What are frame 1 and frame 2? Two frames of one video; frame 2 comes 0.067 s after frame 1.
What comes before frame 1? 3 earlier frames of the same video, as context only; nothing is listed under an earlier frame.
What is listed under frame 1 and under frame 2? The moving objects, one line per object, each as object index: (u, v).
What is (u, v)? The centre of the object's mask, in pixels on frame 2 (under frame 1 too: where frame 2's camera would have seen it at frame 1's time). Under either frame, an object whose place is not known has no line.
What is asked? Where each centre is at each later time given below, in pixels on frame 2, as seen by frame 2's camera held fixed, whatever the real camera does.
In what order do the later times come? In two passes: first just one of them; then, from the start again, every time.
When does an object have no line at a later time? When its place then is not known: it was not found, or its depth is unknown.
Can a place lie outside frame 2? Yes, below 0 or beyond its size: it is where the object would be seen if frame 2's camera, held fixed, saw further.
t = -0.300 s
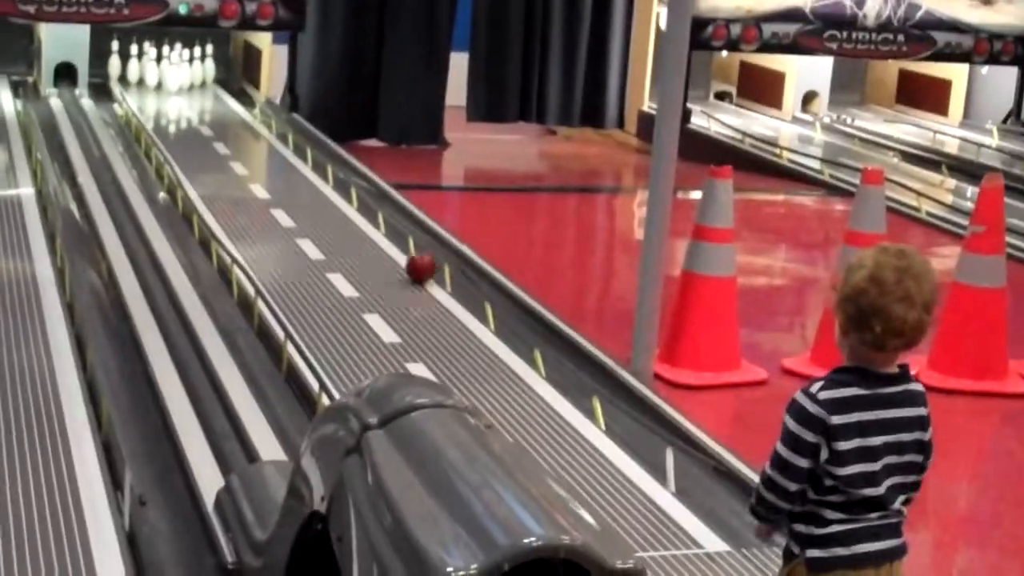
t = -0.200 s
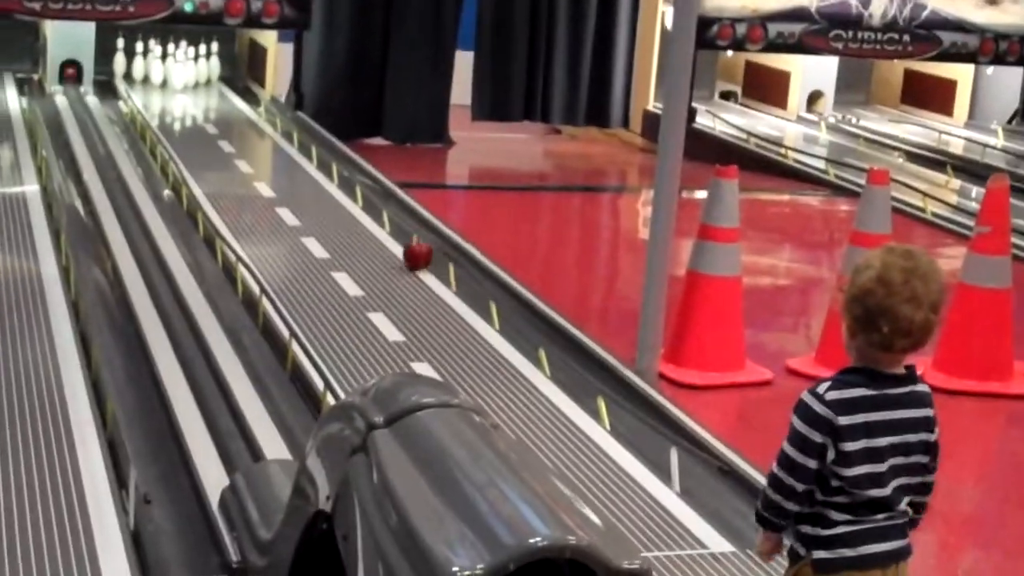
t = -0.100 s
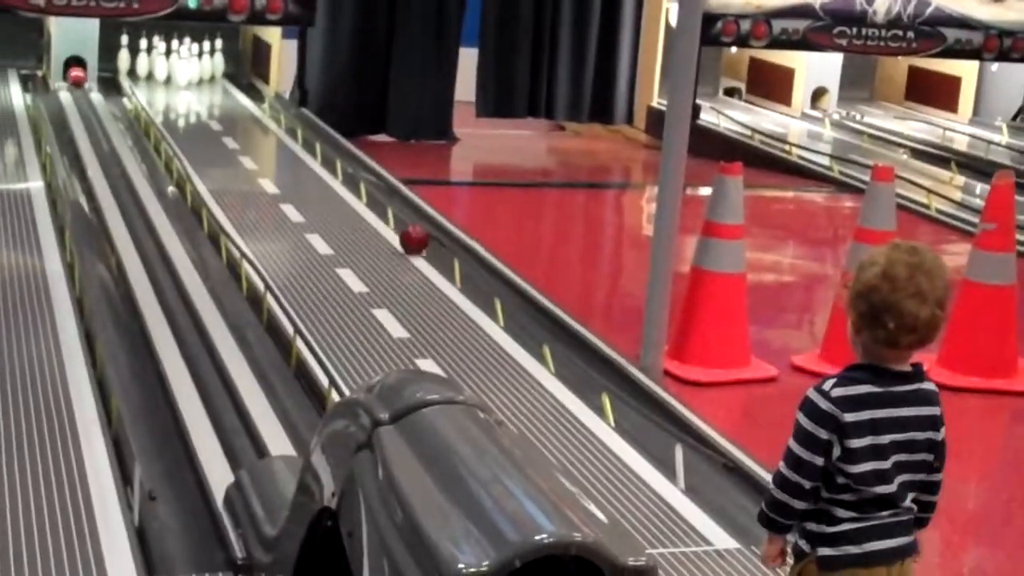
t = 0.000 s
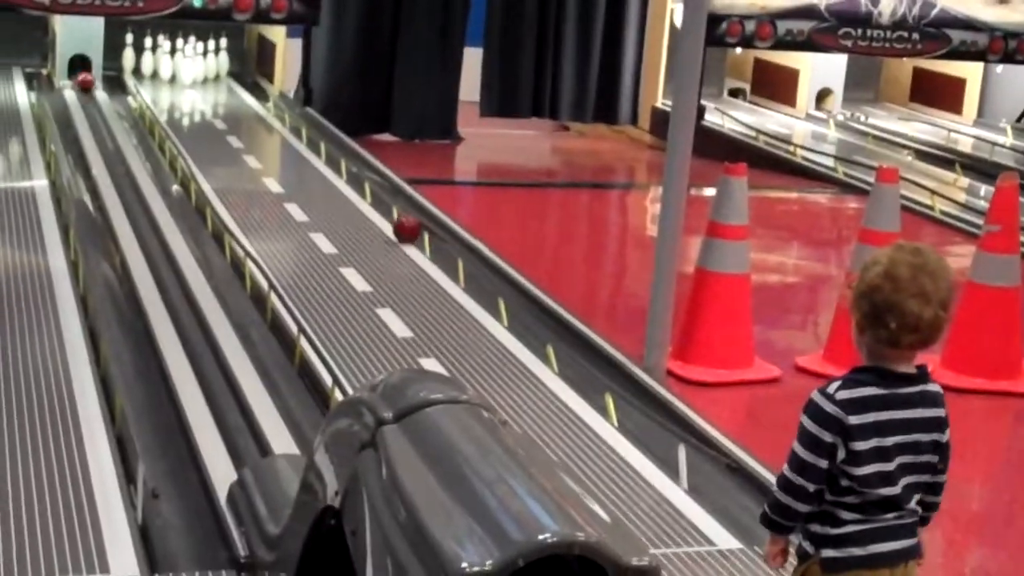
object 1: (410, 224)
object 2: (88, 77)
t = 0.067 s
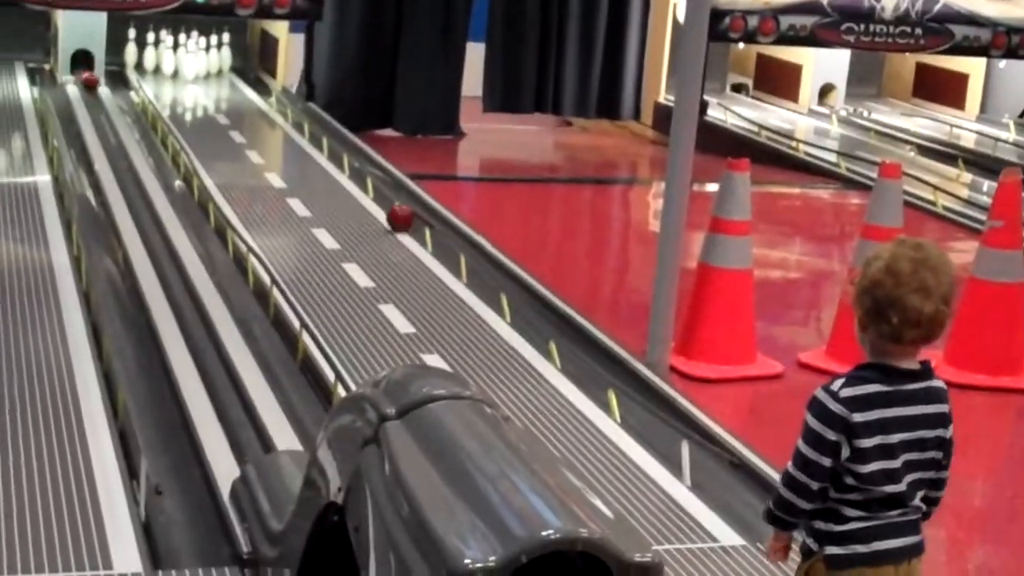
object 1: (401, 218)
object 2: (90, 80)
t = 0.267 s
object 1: (374, 198)
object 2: (98, 99)
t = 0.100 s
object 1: (395, 215)
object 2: (91, 83)
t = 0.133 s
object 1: (391, 210)
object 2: (93, 86)
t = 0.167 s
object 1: (387, 208)
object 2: (93, 89)
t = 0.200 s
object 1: (382, 205)
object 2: (95, 93)
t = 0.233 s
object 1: (378, 202)
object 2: (97, 96)
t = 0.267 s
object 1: (374, 198)
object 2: (98, 99)
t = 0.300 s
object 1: (369, 196)
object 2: (100, 102)
